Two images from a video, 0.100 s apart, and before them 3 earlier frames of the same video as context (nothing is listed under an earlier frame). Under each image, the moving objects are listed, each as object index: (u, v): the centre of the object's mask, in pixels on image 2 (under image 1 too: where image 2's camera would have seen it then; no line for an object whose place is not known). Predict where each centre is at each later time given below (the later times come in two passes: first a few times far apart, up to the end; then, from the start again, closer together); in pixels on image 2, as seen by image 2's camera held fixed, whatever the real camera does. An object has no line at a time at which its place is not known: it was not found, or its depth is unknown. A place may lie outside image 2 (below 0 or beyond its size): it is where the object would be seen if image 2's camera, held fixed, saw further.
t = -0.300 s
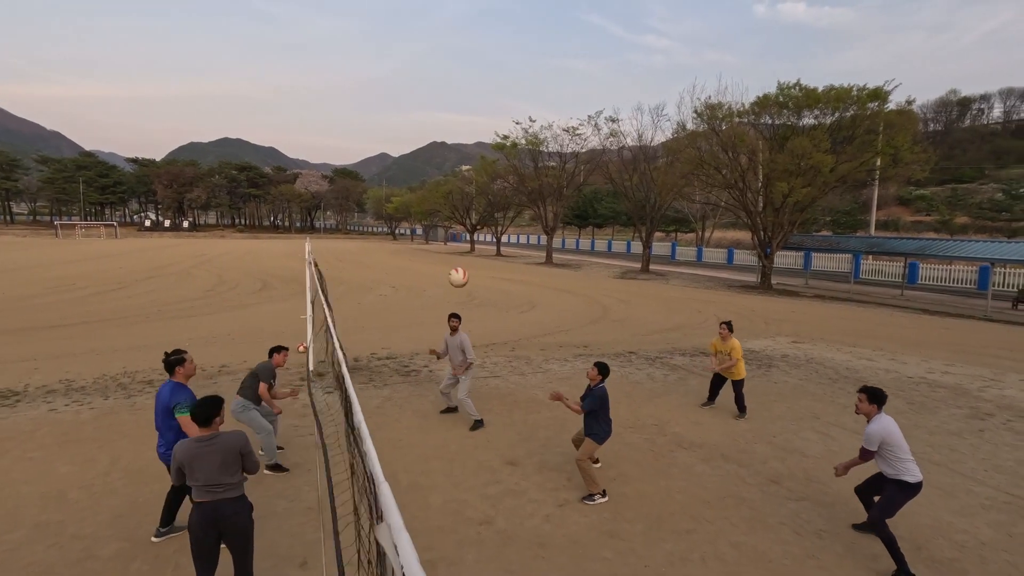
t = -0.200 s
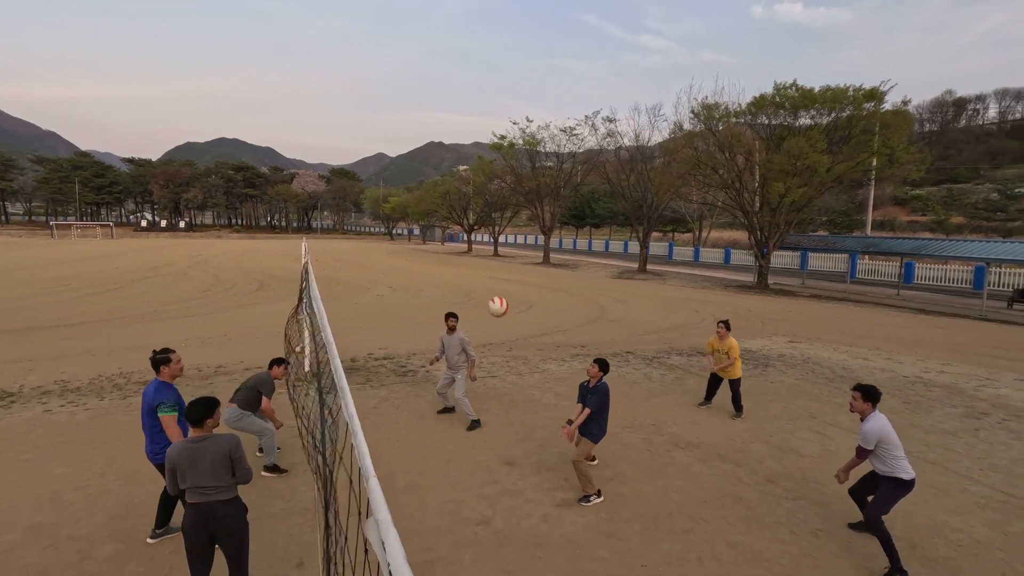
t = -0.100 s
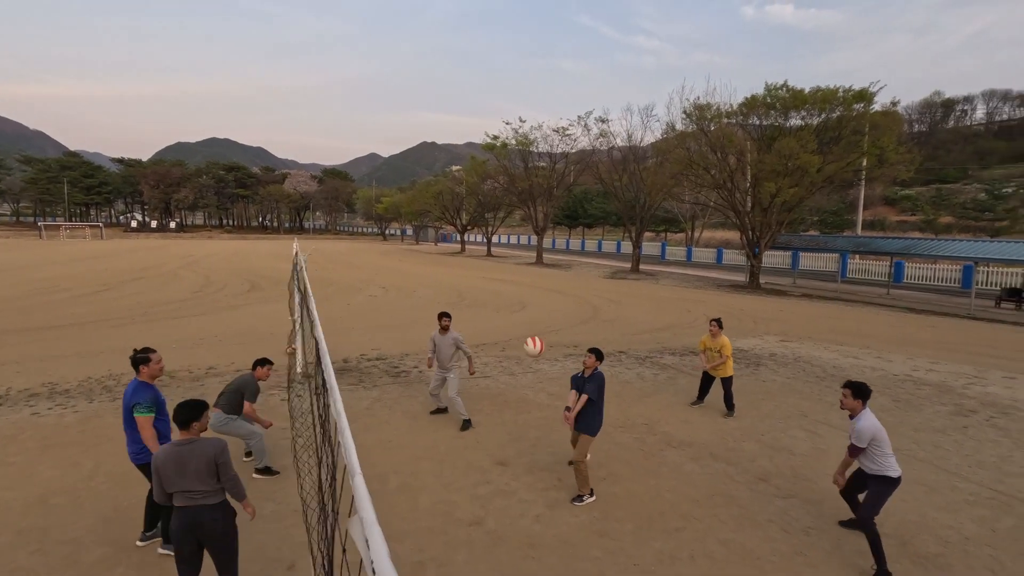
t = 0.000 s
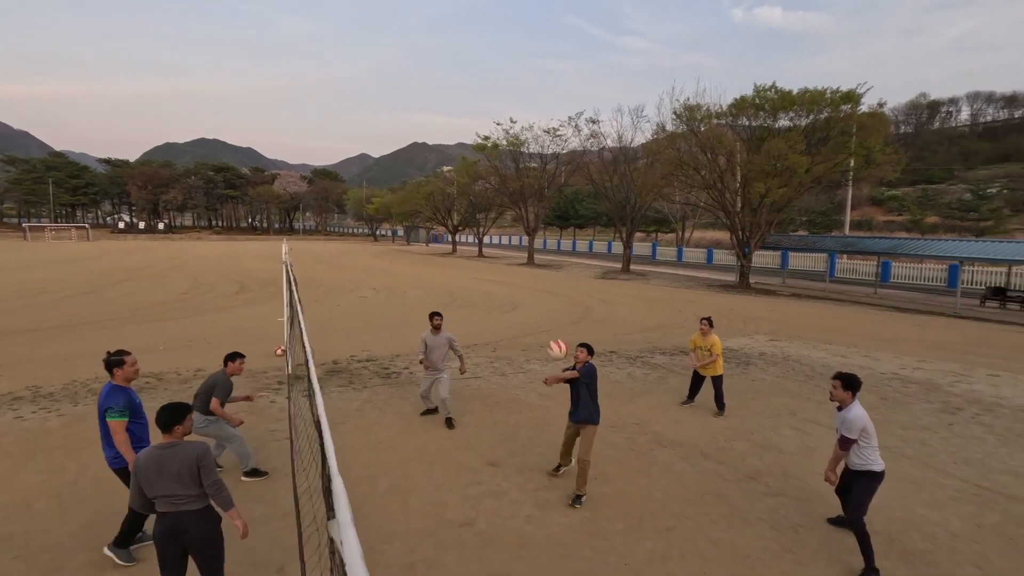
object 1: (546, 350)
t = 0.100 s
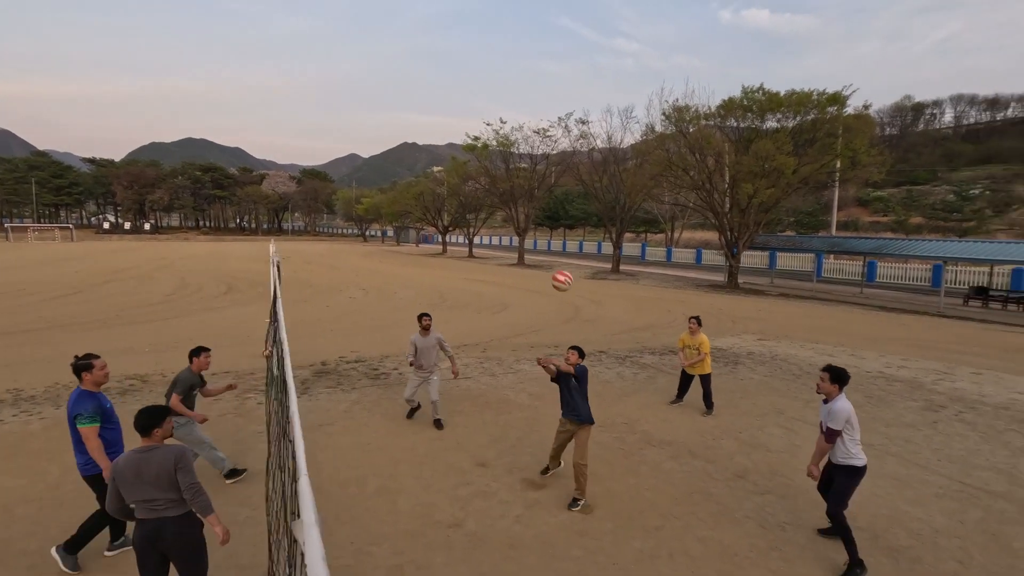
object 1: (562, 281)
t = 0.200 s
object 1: (578, 220)
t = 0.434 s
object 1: (619, 117)
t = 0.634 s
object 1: (653, 75)
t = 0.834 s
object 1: (686, 75)
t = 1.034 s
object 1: (718, 118)
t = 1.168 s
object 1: (736, 170)
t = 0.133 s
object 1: (568, 259)
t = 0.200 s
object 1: (578, 220)
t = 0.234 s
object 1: (584, 202)
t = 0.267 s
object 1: (589, 185)
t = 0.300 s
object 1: (595, 169)
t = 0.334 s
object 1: (601, 155)
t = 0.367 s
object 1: (606, 141)
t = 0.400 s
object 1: (612, 128)
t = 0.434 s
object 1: (619, 117)
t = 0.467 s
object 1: (625, 107)
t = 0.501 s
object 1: (631, 99)
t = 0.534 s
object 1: (636, 90)
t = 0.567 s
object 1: (642, 84)
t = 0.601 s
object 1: (648, 79)
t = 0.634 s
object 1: (653, 75)
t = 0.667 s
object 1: (659, 71)
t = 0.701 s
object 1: (665, 70)
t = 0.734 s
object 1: (670, 70)
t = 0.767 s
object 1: (675, 70)
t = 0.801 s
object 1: (680, 72)
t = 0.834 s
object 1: (686, 75)
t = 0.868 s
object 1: (691, 80)
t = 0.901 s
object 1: (696, 85)
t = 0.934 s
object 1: (701, 92)
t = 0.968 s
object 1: (707, 99)
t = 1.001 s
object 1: (712, 109)
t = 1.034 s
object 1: (718, 118)
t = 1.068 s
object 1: (722, 129)
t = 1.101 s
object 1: (727, 142)
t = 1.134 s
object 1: (732, 156)
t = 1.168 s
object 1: (736, 170)
